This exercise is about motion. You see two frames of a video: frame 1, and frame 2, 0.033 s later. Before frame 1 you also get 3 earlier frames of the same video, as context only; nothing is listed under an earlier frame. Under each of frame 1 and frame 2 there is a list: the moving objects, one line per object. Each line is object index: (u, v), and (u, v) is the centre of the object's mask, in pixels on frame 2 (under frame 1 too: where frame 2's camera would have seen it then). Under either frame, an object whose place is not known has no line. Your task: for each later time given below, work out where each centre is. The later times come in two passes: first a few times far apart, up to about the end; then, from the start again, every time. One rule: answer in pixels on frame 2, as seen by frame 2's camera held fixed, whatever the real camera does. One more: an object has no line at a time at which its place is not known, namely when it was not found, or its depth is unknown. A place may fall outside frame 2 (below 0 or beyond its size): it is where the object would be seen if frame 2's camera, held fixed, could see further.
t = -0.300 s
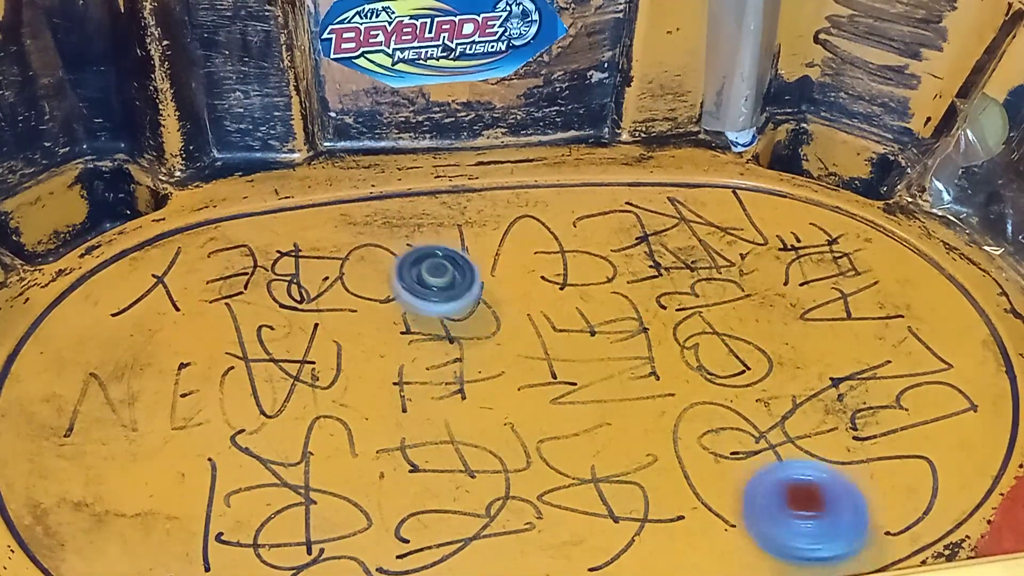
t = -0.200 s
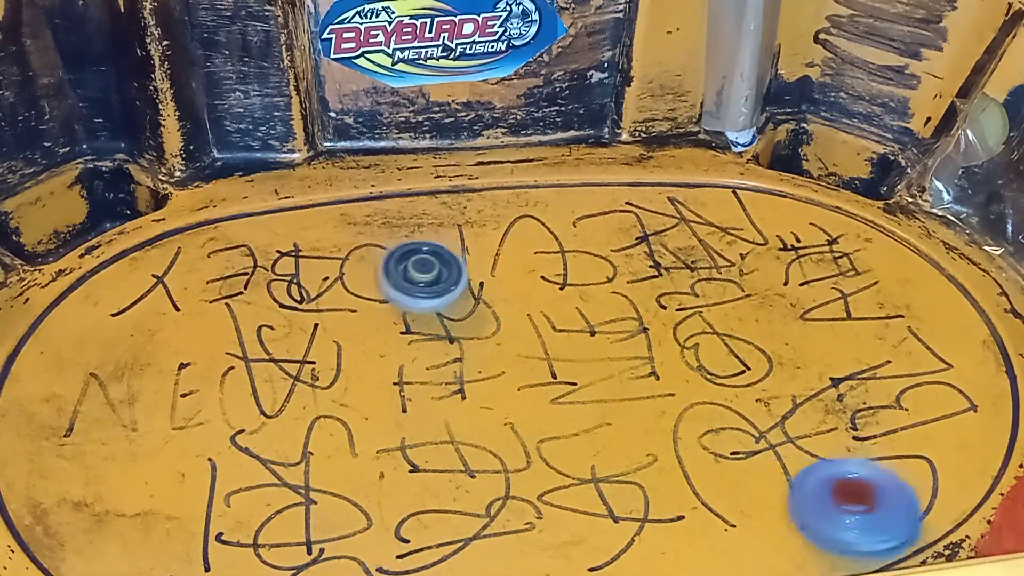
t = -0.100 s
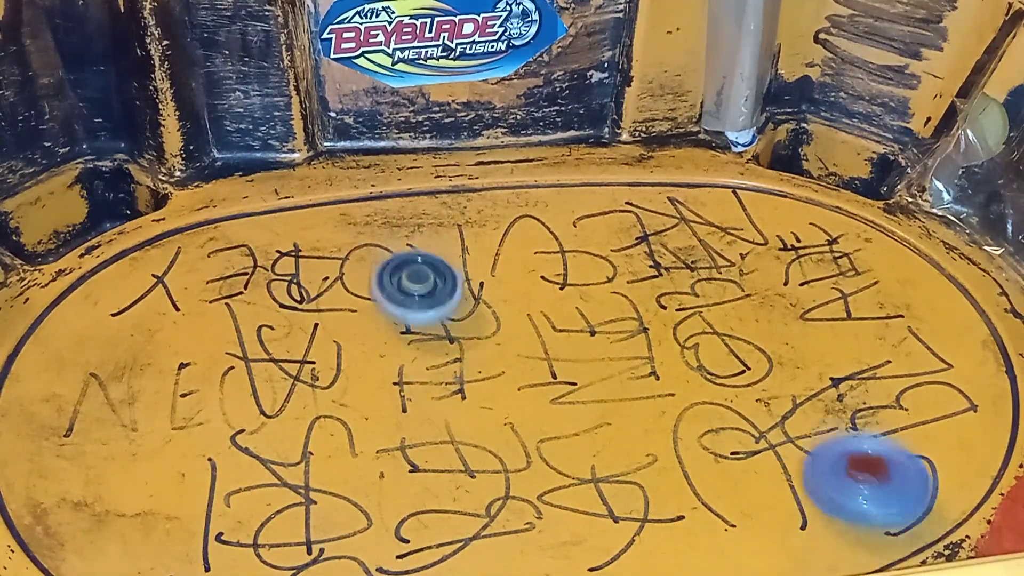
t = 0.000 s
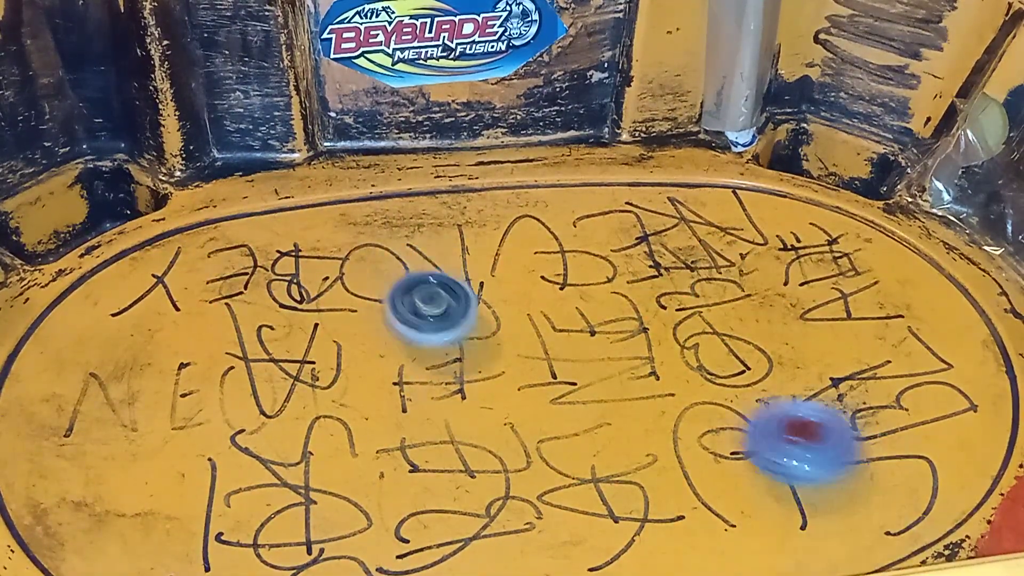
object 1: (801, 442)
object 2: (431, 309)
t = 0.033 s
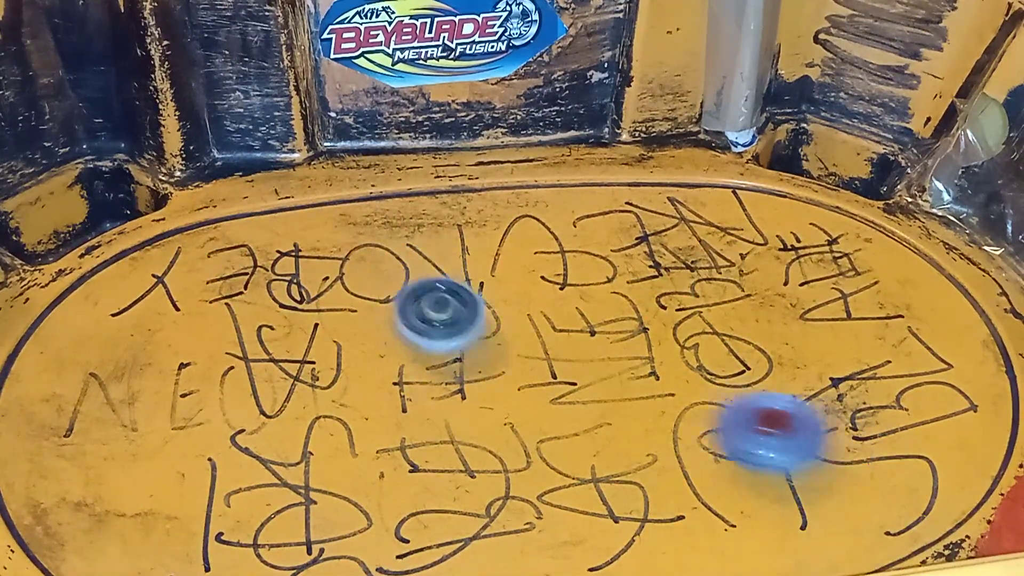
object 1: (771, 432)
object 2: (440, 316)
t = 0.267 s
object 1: (566, 414)
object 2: (512, 319)
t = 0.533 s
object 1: (376, 445)
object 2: (444, 280)
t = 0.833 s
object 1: (174, 450)
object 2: (445, 373)
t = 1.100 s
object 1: (91, 412)
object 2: (538, 396)
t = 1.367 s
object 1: (107, 340)
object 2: (598, 398)
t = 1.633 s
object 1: (167, 266)
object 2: (600, 347)
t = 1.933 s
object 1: (272, 232)
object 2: (529, 328)
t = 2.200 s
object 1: (390, 255)
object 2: (395, 365)
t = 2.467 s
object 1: (516, 294)
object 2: (379, 475)
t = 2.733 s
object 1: (622, 321)
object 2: (507, 445)
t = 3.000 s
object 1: (657, 342)
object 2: (479, 346)
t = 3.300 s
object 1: (601, 402)
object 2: (363, 336)
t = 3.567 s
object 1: (549, 444)
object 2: (374, 419)
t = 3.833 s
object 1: (810, 467)
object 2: (255, 349)
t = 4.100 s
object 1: (784, 368)
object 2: (186, 314)
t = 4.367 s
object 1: (603, 324)
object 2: (182, 275)
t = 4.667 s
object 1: (402, 327)
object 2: (232, 266)
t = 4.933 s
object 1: (282, 354)
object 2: (323, 286)
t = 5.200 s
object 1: (189, 361)
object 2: (455, 351)
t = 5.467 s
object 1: (174, 368)
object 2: (599, 329)
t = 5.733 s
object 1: (243, 407)
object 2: (637, 280)
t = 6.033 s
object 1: (414, 447)
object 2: (555, 319)
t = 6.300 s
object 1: (401, 546)
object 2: (636, 277)
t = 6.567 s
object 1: (450, 561)
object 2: (565, 244)
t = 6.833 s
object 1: (443, 496)
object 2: (463, 308)
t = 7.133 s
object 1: (164, 549)
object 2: (537, 241)
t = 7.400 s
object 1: (131, 517)
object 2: (475, 218)
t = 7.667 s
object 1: (193, 414)
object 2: (415, 294)
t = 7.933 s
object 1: (293, 346)
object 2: (416, 404)
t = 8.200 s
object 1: (440, 352)
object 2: (463, 494)
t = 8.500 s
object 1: (586, 379)
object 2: (509, 485)
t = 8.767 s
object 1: (670, 428)
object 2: (485, 423)
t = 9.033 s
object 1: (655, 457)
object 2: (402, 353)
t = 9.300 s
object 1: (547, 437)
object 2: (357, 343)
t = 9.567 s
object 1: (480, 404)
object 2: (379, 327)
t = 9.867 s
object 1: (463, 361)
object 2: (410, 269)
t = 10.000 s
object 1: (471, 348)
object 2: (413, 242)
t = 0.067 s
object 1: (741, 425)
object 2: (450, 321)
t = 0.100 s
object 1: (710, 418)
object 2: (460, 327)
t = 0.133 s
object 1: (679, 410)
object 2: (472, 331)
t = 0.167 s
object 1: (645, 404)
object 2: (483, 334)
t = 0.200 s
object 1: (614, 399)
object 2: (496, 336)
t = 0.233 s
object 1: (580, 395)
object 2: (509, 335)
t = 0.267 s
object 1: (566, 414)
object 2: (512, 319)
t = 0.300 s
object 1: (547, 425)
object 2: (512, 305)
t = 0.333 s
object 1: (522, 434)
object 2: (508, 296)
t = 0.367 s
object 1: (498, 438)
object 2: (500, 288)
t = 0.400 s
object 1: (474, 440)
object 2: (490, 282)
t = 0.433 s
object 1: (450, 441)
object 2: (479, 279)
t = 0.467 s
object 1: (425, 443)
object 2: (467, 277)
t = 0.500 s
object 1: (401, 445)
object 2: (455, 277)
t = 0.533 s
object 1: (376, 445)
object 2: (444, 280)
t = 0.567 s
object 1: (353, 447)
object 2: (434, 284)
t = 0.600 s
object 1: (327, 449)
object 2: (426, 292)
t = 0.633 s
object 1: (303, 451)
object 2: (420, 302)
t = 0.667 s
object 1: (280, 452)
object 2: (417, 313)
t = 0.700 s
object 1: (257, 453)
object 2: (418, 326)
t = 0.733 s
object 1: (234, 454)
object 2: (423, 339)
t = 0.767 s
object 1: (214, 453)
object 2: (428, 353)
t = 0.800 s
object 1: (193, 453)
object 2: (435, 365)
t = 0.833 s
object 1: (174, 450)
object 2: (445, 373)
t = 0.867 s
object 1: (157, 448)
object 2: (457, 379)
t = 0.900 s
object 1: (141, 445)
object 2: (470, 384)
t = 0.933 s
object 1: (127, 441)
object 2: (482, 387)
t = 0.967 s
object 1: (115, 437)
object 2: (495, 389)
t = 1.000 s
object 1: (106, 431)
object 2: (506, 391)
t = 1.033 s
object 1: (99, 425)
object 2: (517, 394)
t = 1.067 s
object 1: (94, 419)
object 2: (528, 395)
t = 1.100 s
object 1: (91, 412)
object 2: (538, 396)
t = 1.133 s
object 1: (90, 404)
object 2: (547, 398)
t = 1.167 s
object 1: (90, 397)
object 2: (555, 398)
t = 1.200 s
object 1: (92, 388)
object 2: (563, 399)
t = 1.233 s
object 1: (94, 379)
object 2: (569, 401)
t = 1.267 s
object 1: (96, 370)
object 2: (573, 403)
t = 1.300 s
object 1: (99, 361)
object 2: (578, 404)
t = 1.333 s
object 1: (102, 350)
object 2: (587, 402)
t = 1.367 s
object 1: (107, 340)
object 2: (598, 398)
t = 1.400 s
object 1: (112, 330)
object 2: (609, 391)
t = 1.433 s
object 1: (118, 318)
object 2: (617, 384)
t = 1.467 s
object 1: (124, 307)
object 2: (621, 373)
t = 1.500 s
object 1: (132, 298)
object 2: (620, 363)
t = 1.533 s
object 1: (140, 289)
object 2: (614, 355)
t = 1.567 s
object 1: (148, 280)
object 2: (609, 350)
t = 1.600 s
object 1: (157, 273)
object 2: (604, 348)
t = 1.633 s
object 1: (167, 266)
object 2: (600, 347)
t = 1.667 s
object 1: (176, 261)
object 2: (595, 345)
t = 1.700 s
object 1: (186, 255)
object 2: (589, 343)
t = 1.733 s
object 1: (197, 250)
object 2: (584, 341)
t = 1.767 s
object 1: (209, 246)
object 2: (577, 339)
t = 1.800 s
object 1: (221, 243)
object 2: (571, 337)
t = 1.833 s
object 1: (233, 238)
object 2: (565, 335)
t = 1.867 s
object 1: (246, 236)
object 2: (557, 333)
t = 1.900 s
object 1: (258, 234)
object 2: (545, 330)
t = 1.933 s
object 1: (272, 232)
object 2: (529, 328)
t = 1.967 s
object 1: (285, 233)
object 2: (512, 327)
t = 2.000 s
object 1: (299, 233)
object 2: (492, 327)
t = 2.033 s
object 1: (313, 234)
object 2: (474, 329)
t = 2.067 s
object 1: (327, 237)
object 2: (456, 332)
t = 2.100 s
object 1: (342, 240)
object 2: (438, 336)
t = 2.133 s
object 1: (358, 244)
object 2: (423, 343)
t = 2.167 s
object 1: (373, 249)
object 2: (408, 352)
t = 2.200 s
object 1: (390, 255)
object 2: (395, 365)
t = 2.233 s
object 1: (406, 261)
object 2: (385, 379)
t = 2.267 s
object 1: (423, 267)
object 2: (379, 393)
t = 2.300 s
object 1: (439, 273)
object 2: (370, 410)
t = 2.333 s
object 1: (455, 278)
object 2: (363, 425)
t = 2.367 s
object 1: (470, 282)
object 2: (360, 440)
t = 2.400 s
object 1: (486, 286)
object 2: (360, 454)
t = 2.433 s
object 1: (501, 290)
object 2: (367, 467)
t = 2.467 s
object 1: (516, 294)
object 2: (379, 475)
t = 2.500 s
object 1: (531, 297)
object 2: (394, 482)
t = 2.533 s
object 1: (545, 301)
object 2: (412, 483)
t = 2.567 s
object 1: (559, 304)
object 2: (429, 482)
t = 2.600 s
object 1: (573, 308)
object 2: (449, 480)
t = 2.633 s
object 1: (586, 312)
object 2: (466, 474)
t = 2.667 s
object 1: (598, 315)
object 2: (482, 467)
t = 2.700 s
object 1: (611, 319)
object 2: (497, 457)
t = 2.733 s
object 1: (622, 321)
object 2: (507, 445)
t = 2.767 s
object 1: (633, 324)
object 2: (514, 433)
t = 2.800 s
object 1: (642, 326)
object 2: (519, 419)
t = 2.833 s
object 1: (649, 327)
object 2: (519, 405)
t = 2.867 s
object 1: (656, 329)
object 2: (513, 392)
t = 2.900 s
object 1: (660, 332)
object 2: (506, 380)
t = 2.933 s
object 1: (662, 335)
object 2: (498, 369)
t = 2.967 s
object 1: (661, 339)
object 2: (489, 357)
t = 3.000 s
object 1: (657, 342)
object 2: (479, 346)
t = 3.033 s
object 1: (650, 345)
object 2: (470, 335)
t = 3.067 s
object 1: (642, 349)
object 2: (457, 327)
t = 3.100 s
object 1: (634, 353)
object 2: (443, 320)
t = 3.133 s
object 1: (626, 359)
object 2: (427, 315)
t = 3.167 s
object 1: (619, 364)
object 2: (411, 313)
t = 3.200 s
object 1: (613, 372)
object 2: (396, 314)
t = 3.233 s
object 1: (608, 384)
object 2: (383, 319)
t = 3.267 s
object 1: (604, 394)
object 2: (372, 326)
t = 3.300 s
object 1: (601, 402)
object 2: (363, 336)
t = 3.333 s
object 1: (597, 409)
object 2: (357, 346)
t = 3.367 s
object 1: (592, 416)
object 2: (353, 358)
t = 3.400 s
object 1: (587, 423)
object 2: (352, 369)
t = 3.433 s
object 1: (581, 430)
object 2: (351, 379)
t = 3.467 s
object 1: (575, 435)
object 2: (352, 390)
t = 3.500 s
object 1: (567, 439)
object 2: (356, 401)
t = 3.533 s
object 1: (558, 442)
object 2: (363, 411)
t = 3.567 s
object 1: (549, 444)
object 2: (374, 419)
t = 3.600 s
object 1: (538, 445)
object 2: (388, 425)
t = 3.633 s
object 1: (527, 445)
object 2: (405, 428)
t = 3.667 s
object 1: (576, 457)
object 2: (382, 414)
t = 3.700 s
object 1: (648, 475)
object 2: (343, 393)
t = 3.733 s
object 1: (715, 485)
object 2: (310, 374)
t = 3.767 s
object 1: (757, 484)
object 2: (286, 361)
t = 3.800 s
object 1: (788, 479)
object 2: (268, 353)
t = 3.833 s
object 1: (810, 467)
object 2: (255, 349)
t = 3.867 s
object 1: (824, 455)
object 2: (241, 345)
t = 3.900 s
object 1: (830, 442)
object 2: (230, 340)
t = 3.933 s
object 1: (832, 429)
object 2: (220, 336)
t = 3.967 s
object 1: (830, 416)
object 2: (211, 332)
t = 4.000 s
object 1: (822, 402)
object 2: (203, 328)
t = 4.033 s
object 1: (813, 390)
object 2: (196, 323)
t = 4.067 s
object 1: (801, 379)
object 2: (189, 320)
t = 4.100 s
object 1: (784, 368)
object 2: (186, 314)
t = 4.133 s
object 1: (765, 358)
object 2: (184, 307)
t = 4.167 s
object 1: (743, 351)
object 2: (182, 301)
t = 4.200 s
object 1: (723, 345)
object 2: (180, 295)
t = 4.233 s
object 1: (699, 338)
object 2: (179, 290)
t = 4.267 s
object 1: (676, 333)
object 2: (179, 286)
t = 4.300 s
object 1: (652, 329)
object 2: (180, 282)
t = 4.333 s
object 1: (627, 326)
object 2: (181, 279)
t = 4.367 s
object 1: (603, 324)
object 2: (182, 275)
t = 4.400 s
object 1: (579, 323)
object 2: (184, 273)
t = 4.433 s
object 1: (555, 322)
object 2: (185, 271)
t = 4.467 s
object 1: (531, 323)
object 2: (188, 270)
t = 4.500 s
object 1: (509, 323)
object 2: (192, 269)
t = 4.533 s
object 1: (486, 323)
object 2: (197, 269)
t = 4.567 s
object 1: (463, 324)
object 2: (205, 268)
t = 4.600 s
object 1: (442, 324)
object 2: (213, 267)
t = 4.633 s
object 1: (422, 326)
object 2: (221, 267)
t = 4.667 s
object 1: (402, 327)
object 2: (232, 266)
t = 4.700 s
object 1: (385, 330)
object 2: (243, 266)
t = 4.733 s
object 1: (369, 334)
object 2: (253, 267)
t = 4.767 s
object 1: (353, 339)
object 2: (264, 268)
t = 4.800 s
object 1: (339, 343)
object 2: (277, 271)
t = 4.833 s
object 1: (323, 347)
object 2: (289, 274)
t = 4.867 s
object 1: (310, 350)
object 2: (300, 277)
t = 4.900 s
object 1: (296, 353)
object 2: (312, 281)
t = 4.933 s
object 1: (282, 354)
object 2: (323, 286)
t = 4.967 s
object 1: (268, 355)
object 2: (336, 295)
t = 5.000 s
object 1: (254, 357)
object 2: (350, 305)
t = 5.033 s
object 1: (241, 357)
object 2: (365, 316)
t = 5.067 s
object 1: (229, 359)
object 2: (381, 326)
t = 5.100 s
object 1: (218, 359)
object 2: (400, 337)
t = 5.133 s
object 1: (208, 359)
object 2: (418, 344)
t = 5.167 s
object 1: (197, 360)
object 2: (437, 350)
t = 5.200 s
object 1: (189, 361)
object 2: (455, 351)
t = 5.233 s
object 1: (181, 362)
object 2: (474, 350)
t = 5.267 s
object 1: (174, 363)
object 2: (494, 348)
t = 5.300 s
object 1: (168, 364)
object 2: (512, 345)
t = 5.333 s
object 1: (165, 364)
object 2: (531, 343)
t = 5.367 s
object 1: (164, 364)
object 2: (550, 340)
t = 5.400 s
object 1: (166, 364)
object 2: (568, 338)
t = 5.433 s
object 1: (169, 365)
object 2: (586, 335)
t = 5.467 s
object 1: (174, 368)
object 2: (599, 329)
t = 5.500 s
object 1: (180, 371)
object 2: (611, 324)
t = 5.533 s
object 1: (187, 375)
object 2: (621, 318)
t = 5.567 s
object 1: (195, 380)
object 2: (629, 311)
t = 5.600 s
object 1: (203, 384)
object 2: (634, 304)
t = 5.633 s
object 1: (212, 390)
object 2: (639, 298)
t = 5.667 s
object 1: (221, 396)
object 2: (640, 291)
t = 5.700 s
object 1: (231, 401)
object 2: (640, 284)
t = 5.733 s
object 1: (243, 407)
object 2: (637, 280)
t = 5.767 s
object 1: (256, 413)
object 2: (631, 277)
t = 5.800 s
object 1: (270, 419)
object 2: (623, 276)
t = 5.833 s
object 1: (288, 426)
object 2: (615, 277)
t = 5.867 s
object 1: (306, 432)
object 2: (603, 280)
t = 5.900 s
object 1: (325, 438)
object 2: (593, 285)
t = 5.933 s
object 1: (347, 443)
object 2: (582, 291)
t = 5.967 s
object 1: (369, 446)
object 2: (572, 300)
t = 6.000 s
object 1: (393, 448)
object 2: (563, 308)
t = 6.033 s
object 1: (414, 447)
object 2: (555, 319)
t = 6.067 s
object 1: (436, 445)
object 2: (549, 329)
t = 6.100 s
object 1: (458, 442)
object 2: (545, 340)
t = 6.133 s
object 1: (479, 438)
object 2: (544, 351)
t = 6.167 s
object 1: (497, 434)
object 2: (546, 360)
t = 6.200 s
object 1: (475, 470)
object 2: (570, 344)
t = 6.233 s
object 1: (441, 514)
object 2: (600, 316)
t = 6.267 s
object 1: (415, 535)
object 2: (620, 296)
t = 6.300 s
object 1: (401, 546)
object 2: (636, 277)
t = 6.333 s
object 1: (399, 552)
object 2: (641, 264)
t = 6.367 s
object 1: (404, 556)
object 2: (639, 256)
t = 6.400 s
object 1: (411, 559)
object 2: (632, 250)
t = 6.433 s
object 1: (420, 561)
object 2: (621, 246)
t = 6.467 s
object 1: (426, 562)
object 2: (610, 243)
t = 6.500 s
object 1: (435, 563)
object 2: (594, 242)
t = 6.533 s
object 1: (442, 562)
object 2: (580, 243)
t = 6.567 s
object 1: (450, 561)
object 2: (565, 244)
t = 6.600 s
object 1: (457, 559)
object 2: (551, 248)
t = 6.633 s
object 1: (463, 555)
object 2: (535, 253)
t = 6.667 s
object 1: (466, 550)
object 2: (523, 260)
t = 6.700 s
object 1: (468, 544)
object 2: (507, 268)
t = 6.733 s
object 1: (465, 536)
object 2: (496, 276)
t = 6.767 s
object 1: (459, 525)
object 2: (483, 286)
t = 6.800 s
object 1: (450, 510)
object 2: (472, 298)
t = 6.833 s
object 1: (443, 496)
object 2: (463, 308)
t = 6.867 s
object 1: (434, 481)
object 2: (454, 320)
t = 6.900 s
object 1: (424, 466)
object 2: (448, 332)
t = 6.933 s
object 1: (416, 453)
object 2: (440, 346)
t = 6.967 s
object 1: (405, 440)
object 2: (434, 360)
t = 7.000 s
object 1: (359, 465)
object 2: (455, 341)
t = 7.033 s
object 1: (300, 508)
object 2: (482, 309)
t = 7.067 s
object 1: (240, 533)
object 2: (508, 281)
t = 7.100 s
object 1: (193, 544)
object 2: (526, 258)
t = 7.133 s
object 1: (164, 549)
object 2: (537, 241)
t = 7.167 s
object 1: (145, 549)
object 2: (541, 230)
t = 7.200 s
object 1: (132, 548)
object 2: (540, 224)
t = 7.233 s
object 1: (127, 547)
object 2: (533, 219)
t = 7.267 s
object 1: (123, 543)
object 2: (522, 216)
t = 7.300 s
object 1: (123, 539)
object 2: (510, 214)
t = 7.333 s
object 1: (124, 534)
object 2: (498, 214)
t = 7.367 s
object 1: (127, 526)
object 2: (486, 215)
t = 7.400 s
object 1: (131, 517)
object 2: (475, 218)
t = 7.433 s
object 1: (136, 503)
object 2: (463, 223)
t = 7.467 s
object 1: (142, 489)
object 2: (452, 230)
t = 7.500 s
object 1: (150, 477)
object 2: (442, 239)
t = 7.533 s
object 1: (158, 464)
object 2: (435, 248)
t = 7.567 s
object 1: (167, 451)
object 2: (429, 258)
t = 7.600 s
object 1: (175, 438)
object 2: (423, 269)
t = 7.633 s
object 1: (184, 427)
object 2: (418, 281)
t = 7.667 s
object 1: (193, 414)
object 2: (415, 294)
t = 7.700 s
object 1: (202, 401)
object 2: (413, 306)
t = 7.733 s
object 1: (211, 391)
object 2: (411, 320)
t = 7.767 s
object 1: (220, 382)
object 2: (411, 333)
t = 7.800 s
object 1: (233, 372)
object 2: (411, 347)
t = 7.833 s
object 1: (247, 363)
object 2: (412, 361)
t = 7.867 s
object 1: (260, 357)
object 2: (412, 375)
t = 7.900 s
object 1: (277, 351)
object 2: (413, 390)
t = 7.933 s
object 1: (293, 346)
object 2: (416, 404)
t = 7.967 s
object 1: (311, 343)
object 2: (419, 418)
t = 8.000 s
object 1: (329, 341)
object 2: (422, 432)
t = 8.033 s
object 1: (347, 341)
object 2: (427, 445)
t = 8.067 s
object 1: (366, 342)
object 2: (433, 457)
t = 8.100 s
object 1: (385, 345)
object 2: (440, 468)
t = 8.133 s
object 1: (405, 348)
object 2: (448, 478)
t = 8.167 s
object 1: (423, 351)
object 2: (455, 487)
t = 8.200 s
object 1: (440, 352)
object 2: (463, 494)
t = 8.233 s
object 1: (458, 354)
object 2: (471, 500)
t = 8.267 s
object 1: (474, 354)
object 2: (481, 504)
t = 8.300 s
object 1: (491, 355)
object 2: (487, 505)
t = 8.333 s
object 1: (506, 357)
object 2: (492, 504)
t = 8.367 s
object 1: (525, 360)
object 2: (497, 502)
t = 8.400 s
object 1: (540, 363)
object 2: (500, 499)
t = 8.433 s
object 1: (556, 368)
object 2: (504, 495)
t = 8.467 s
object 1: (572, 373)
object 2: (507, 491)
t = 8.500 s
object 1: (586, 379)
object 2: (509, 485)
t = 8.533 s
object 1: (599, 386)
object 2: (509, 480)
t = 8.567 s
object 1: (613, 394)
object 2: (509, 473)
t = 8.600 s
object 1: (625, 400)
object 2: (507, 466)
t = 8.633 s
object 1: (636, 405)
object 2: (505, 458)
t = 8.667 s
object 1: (647, 411)
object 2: (502, 452)
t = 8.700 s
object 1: (657, 418)
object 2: (497, 443)
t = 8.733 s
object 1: (664, 423)
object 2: (493, 434)
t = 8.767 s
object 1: (670, 428)
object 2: (485, 423)
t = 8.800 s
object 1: (675, 434)
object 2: (477, 413)
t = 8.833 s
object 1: (677, 438)
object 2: (467, 402)
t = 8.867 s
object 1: (678, 443)
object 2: (454, 393)
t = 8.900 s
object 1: (678, 447)
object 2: (444, 384)
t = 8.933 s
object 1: (674, 451)
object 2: (433, 373)
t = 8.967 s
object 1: (671, 454)
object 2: (423, 365)
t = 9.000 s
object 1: (664, 456)
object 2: (415, 359)
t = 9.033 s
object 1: (655, 457)
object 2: (402, 353)
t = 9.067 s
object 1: (645, 458)
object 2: (392, 349)
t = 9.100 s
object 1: (632, 457)
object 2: (383, 347)
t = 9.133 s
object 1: (618, 456)
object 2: (375, 345)
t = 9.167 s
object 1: (605, 454)
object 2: (367, 343)
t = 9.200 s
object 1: (591, 451)
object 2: (362, 343)
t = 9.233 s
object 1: (576, 448)
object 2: (359, 342)
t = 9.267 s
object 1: (563, 443)
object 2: (357, 342)
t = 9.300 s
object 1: (547, 437)
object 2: (357, 343)
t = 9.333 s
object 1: (532, 430)
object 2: (358, 344)
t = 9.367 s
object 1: (518, 423)
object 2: (363, 345)
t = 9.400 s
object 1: (503, 415)
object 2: (369, 346)
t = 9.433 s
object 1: (490, 407)
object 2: (377, 348)
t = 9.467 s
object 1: (478, 398)
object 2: (385, 350)
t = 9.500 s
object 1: (482, 401)
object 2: (383, 341)
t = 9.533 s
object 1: (482, 405)
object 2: (379, 332)
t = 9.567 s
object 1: (480, 404)
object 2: (379, 327)
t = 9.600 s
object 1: (475, 400)
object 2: (381, 322)
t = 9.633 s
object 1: (469, 393)
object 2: (385, 318)
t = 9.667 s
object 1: (464, 384)
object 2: (391, 314)
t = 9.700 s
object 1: (459, 376)
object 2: (396, 309)
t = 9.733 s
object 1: (456, 369)
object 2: (402, 304)
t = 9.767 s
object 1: (458, 369)
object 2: (405, 295)
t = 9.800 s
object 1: (460, 368)
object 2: (407, 284)
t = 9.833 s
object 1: (461, 366)
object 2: (409, 276)
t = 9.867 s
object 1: (463, 361)
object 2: (410, 269)
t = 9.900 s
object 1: (465, 357)
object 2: (411, 261)
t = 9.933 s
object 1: (465, 353)
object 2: (412, 255)
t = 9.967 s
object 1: (469, 351)
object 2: (413, 248)
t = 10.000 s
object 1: (471, 348)
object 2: (413, 242)
